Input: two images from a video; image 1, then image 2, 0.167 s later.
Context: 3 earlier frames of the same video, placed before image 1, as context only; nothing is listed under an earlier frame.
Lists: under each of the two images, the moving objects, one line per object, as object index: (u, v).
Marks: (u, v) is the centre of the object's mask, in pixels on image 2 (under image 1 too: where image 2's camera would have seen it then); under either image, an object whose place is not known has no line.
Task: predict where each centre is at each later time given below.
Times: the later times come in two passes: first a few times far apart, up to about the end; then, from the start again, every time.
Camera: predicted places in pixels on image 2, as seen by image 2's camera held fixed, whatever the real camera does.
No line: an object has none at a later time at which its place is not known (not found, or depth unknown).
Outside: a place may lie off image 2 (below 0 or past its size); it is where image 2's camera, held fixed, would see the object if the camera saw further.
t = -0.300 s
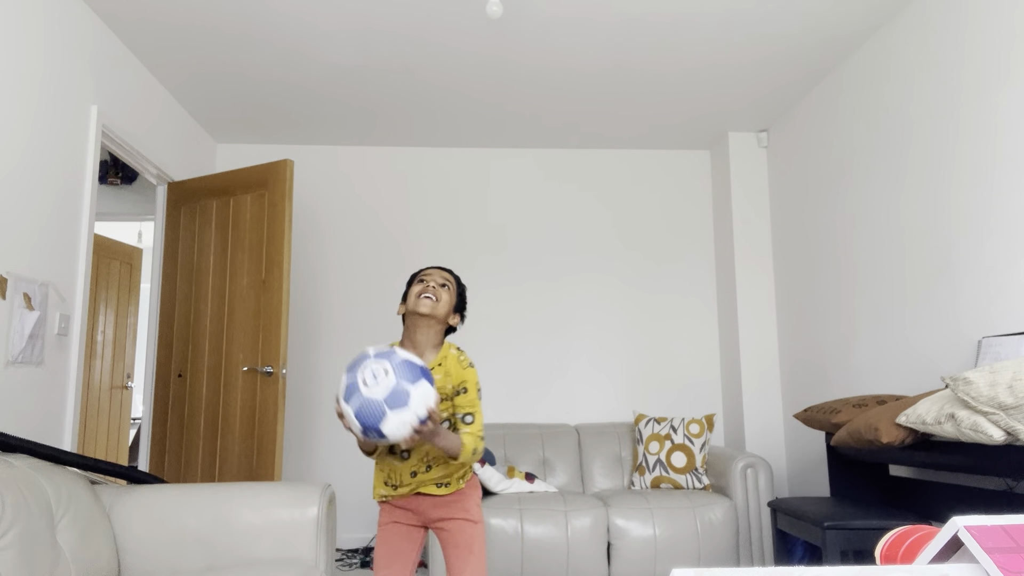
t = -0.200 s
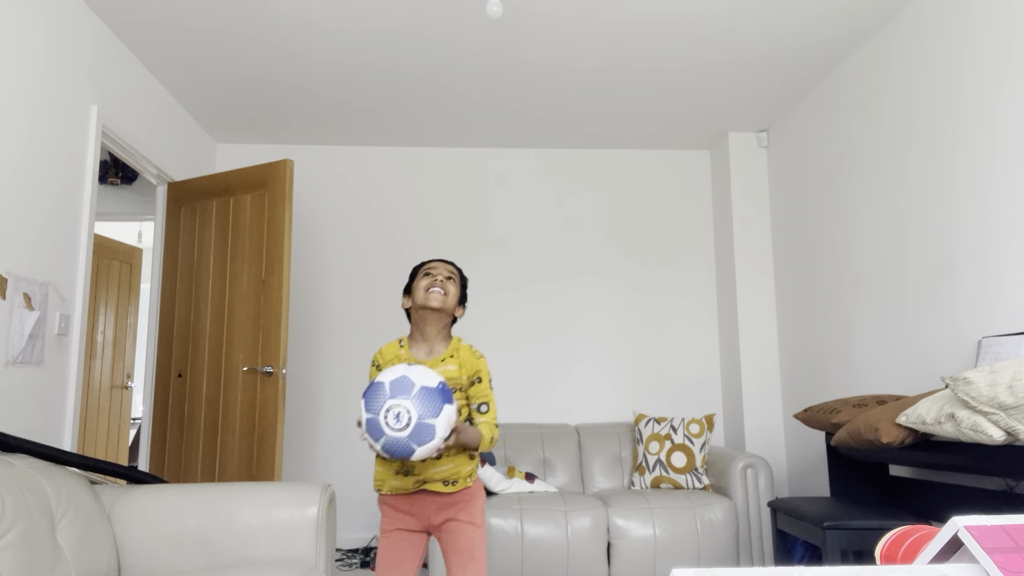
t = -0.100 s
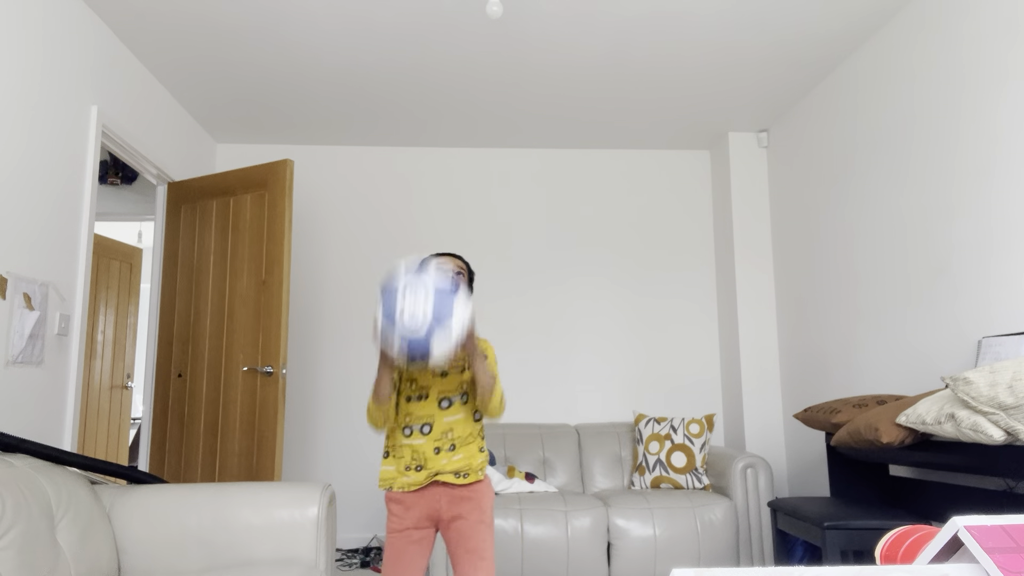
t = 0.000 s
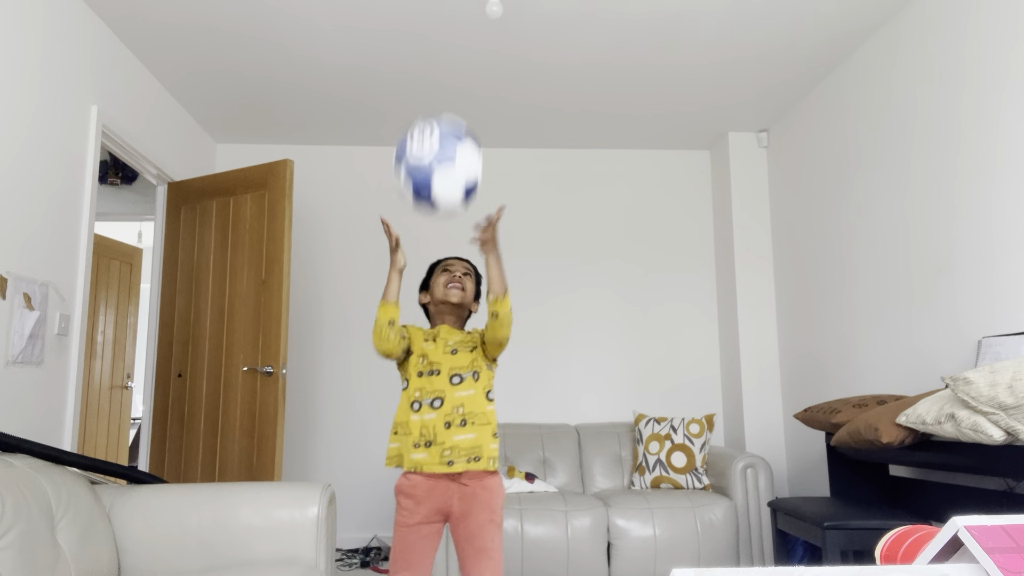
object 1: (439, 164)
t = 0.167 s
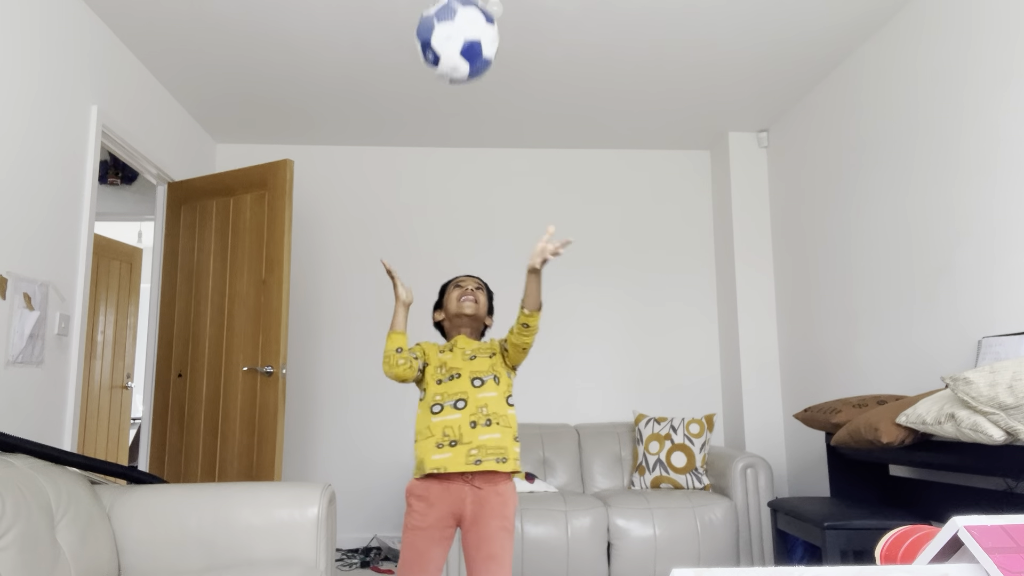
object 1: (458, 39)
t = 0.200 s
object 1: (462, 32)
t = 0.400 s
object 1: (480, 46)
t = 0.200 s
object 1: (462, 32)
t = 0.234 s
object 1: (464, 29)
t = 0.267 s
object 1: (467, 27)
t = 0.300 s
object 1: (471, 28)
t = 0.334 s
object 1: (474, 30)
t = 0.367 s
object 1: (477, 36)
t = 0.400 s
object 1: (480, 46)
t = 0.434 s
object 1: (483, 61)
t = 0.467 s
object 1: (486, 80)
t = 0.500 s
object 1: (489, 102)
